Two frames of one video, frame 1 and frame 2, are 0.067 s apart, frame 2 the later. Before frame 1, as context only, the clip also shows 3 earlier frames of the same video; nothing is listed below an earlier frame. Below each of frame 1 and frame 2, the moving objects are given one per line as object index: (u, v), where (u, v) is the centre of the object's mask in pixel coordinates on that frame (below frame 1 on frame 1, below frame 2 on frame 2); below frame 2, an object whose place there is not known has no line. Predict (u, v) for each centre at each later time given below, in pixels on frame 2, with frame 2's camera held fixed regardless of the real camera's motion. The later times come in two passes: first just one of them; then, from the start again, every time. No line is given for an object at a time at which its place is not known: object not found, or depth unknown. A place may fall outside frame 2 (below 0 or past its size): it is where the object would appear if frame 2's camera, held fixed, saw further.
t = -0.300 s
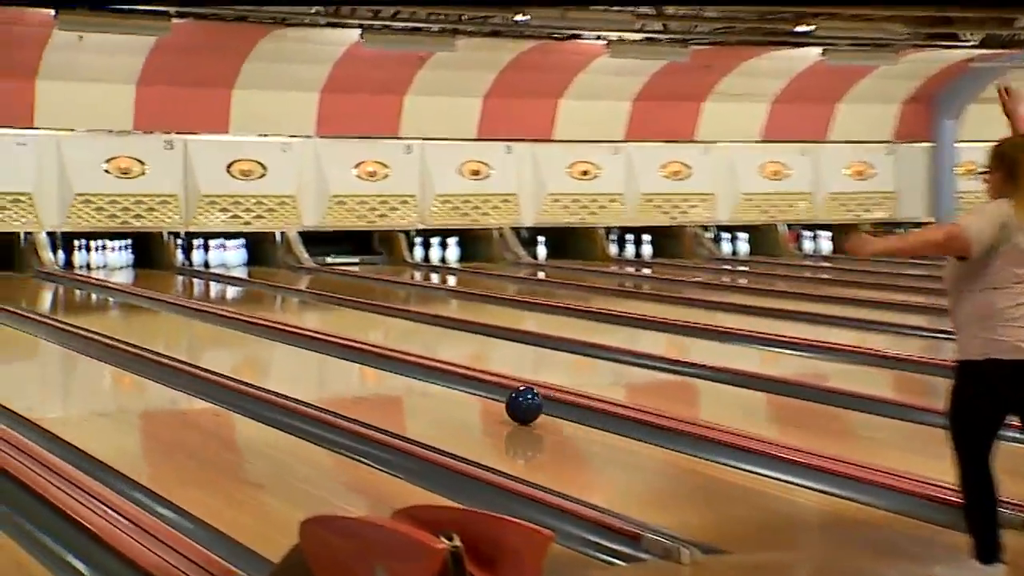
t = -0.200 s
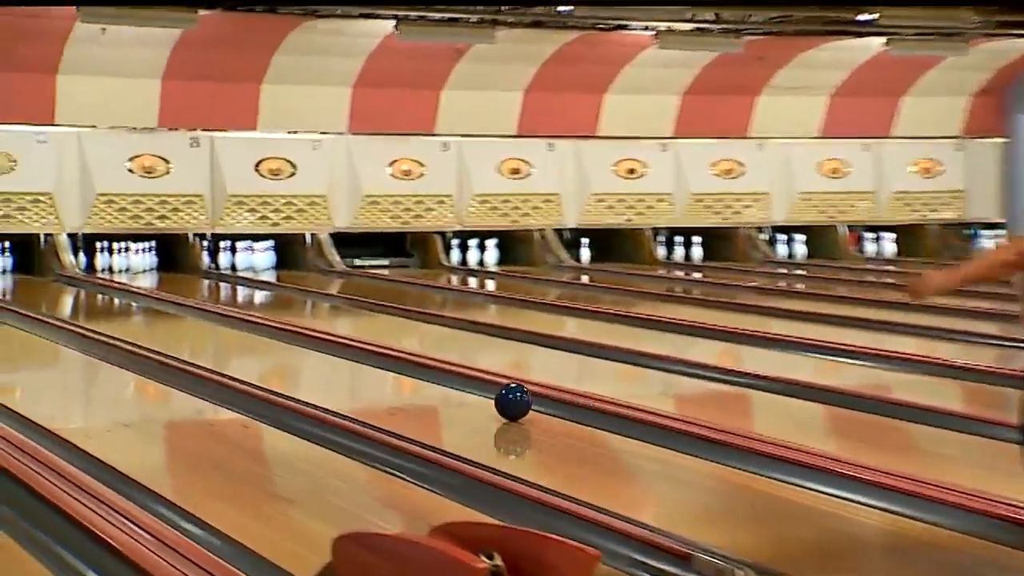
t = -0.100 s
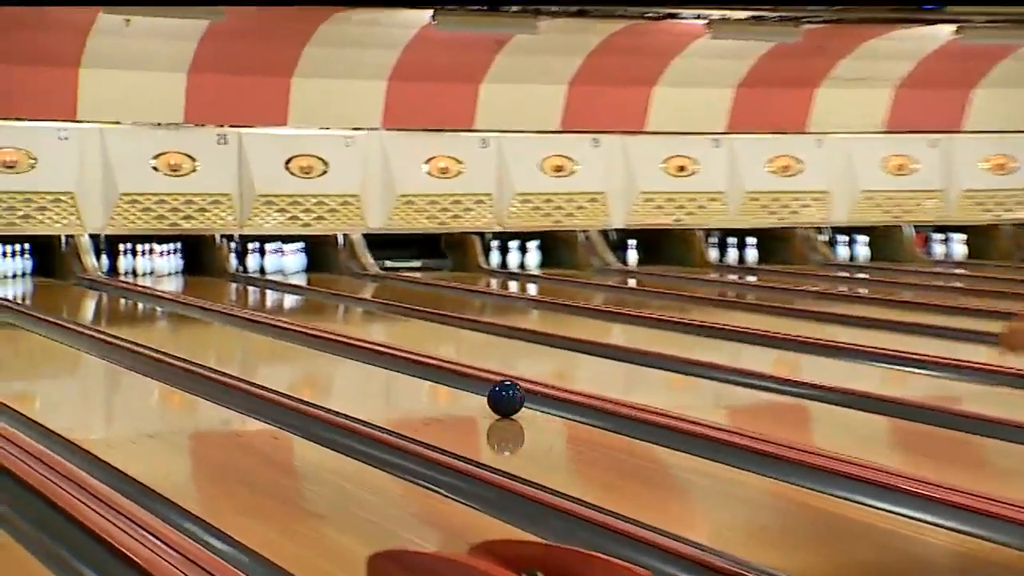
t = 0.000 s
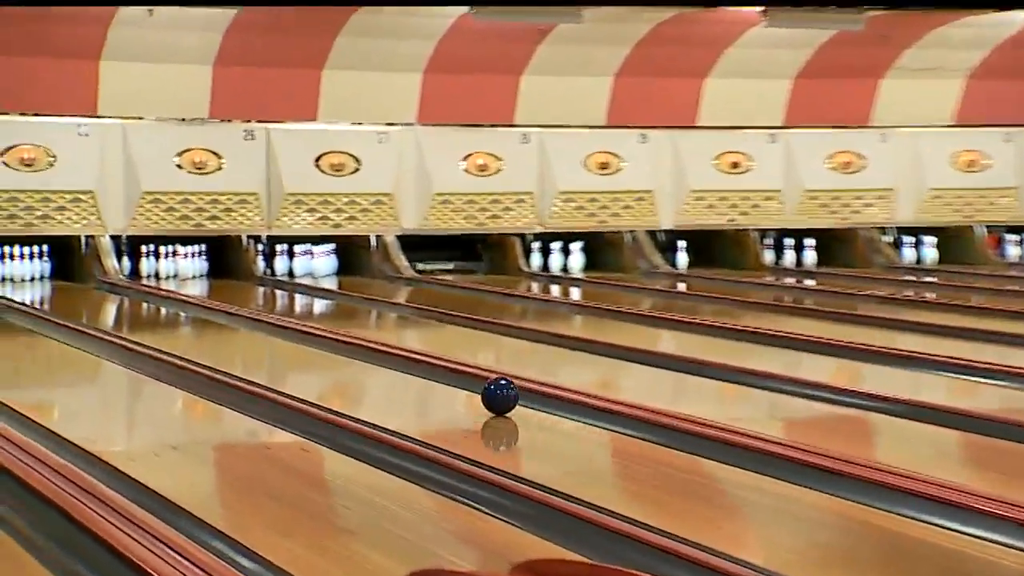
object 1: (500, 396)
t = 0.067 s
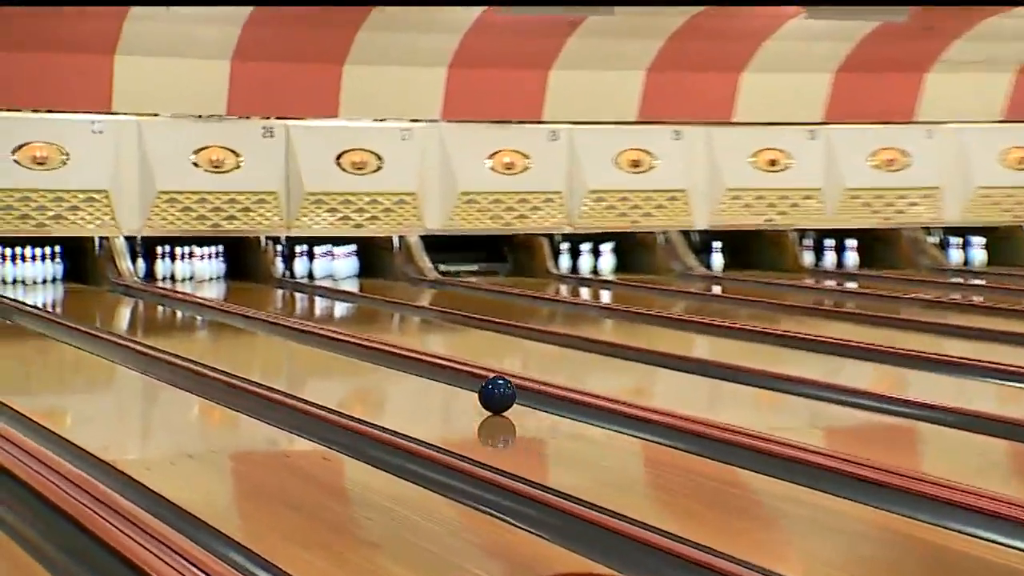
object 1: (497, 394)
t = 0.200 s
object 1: (442, 377)
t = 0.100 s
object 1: (482, 390)
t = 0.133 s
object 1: (469, 386)
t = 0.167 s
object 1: (455, 381)
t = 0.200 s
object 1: (442, 377)
